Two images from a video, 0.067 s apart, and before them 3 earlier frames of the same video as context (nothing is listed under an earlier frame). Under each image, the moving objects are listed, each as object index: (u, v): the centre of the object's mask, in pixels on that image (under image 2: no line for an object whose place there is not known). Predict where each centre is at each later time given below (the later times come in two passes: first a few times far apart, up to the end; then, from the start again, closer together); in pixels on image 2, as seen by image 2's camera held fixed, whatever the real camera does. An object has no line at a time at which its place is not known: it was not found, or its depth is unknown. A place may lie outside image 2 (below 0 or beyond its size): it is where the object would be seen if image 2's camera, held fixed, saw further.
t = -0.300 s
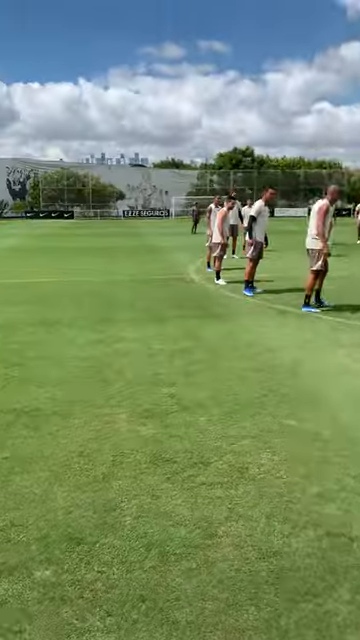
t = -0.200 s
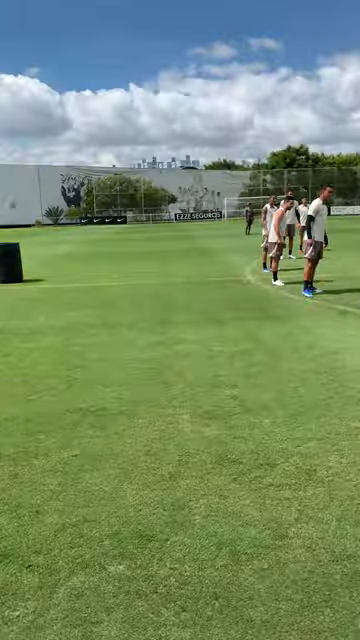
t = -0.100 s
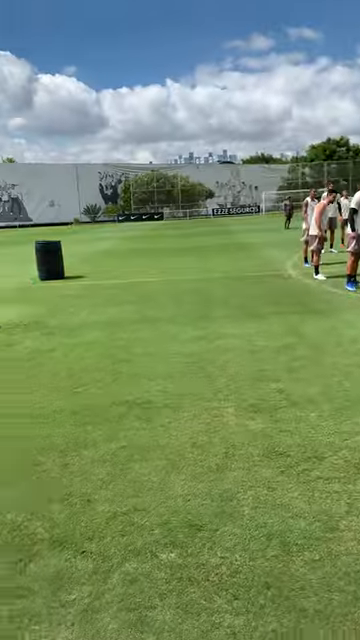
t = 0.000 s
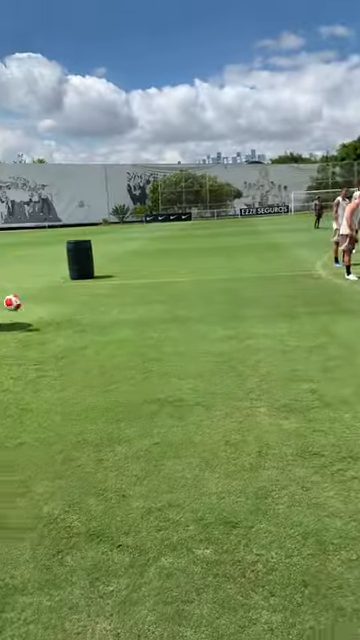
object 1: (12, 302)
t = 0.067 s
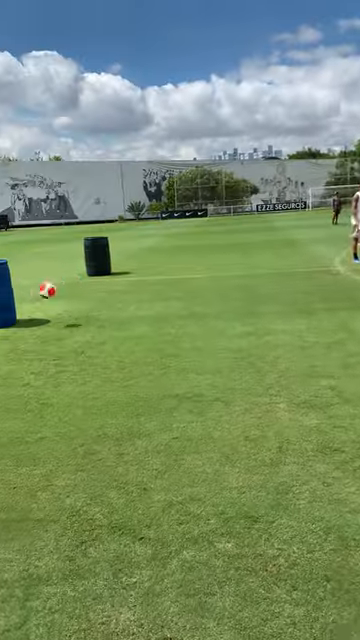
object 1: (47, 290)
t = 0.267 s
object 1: (96, 284)
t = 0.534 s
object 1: (165, 318)
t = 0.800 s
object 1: (191, 303)
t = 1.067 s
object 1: (214, 312)
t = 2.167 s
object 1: (257, 314)
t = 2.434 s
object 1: (257, 314)
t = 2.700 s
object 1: (256, 314)
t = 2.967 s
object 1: (256, 314)
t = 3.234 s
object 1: (256, 314)
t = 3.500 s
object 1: (255, 314)
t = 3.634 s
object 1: (255, 314)
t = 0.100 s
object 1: (55, 287)
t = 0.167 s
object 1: (71, 283)
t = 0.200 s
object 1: (80, 283)
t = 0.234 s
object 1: (88, 283)
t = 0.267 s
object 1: (96, 284)
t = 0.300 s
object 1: (104, 285)
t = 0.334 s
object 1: (113, 287)
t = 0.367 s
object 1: (121, 291)
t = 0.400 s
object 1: (130, 295)
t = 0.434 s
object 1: (139, 299)
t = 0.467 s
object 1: (147, 305)
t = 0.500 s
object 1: (156, 311)
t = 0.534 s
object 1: (165, 318)
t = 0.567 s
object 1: (169, 317)
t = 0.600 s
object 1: (172, 312)
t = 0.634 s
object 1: (175, 309)
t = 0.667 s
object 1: (178, 306)
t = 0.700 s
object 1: (181, 304)
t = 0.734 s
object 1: (184, 302)
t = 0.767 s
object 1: (188, 302)
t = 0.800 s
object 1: (191, 303)
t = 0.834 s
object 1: (194, 304)
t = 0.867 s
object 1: (197, 306)
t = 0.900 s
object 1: (200, 309)
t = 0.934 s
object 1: (203, 313)
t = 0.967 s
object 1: (206, 317)
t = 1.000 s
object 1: (209, 315)
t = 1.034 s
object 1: (211, 313)
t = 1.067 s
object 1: (214, 312)
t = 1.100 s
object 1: (216, 312)
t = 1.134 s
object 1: (218, 312)
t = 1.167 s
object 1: (220, 313)
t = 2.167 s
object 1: (257, 314)
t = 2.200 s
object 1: (258, 314)
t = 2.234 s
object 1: (257, 314)
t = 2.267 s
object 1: (258, 314)
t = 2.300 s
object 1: (258, 314)
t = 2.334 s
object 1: (257, 314)
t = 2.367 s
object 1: (257, 314)
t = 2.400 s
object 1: (257, 314)
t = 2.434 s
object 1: (257, 314)
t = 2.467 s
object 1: (257, 314)
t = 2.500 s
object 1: (256, 314)
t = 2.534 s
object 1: (257, 314)
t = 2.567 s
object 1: (256, 314)
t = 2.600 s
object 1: (256, 314)
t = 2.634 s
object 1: (256, 314)
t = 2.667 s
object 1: (256, 314)
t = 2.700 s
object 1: (256, 314)
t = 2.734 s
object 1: (256, 314)
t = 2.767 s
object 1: (256, 314)
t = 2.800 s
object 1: (256, 314)
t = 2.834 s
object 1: (256, 314)
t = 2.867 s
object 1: (256, 314)
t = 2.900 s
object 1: (256, 314)
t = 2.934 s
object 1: (256, 314)
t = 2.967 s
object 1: (256, 314)
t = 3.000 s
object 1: (256, 314)
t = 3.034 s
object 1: (255, 314)
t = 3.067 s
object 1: (256, 314)
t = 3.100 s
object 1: (256, 314)
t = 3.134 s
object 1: (256, 314)
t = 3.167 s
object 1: (255, 314)
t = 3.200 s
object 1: (255, 314)
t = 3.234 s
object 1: (256, 314)
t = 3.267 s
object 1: (255, 314)
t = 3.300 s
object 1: (255, 314)
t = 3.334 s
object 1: (255, 314)
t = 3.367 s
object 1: (255, 314)
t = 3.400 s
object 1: (255, 314)
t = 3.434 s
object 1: (255, 314)
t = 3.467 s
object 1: (255, 314)
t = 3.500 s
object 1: (255, 314)
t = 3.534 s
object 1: (255, 314)
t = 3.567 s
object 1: (255, 314)
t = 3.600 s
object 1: (255, 314)
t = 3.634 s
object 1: (255, 314)
